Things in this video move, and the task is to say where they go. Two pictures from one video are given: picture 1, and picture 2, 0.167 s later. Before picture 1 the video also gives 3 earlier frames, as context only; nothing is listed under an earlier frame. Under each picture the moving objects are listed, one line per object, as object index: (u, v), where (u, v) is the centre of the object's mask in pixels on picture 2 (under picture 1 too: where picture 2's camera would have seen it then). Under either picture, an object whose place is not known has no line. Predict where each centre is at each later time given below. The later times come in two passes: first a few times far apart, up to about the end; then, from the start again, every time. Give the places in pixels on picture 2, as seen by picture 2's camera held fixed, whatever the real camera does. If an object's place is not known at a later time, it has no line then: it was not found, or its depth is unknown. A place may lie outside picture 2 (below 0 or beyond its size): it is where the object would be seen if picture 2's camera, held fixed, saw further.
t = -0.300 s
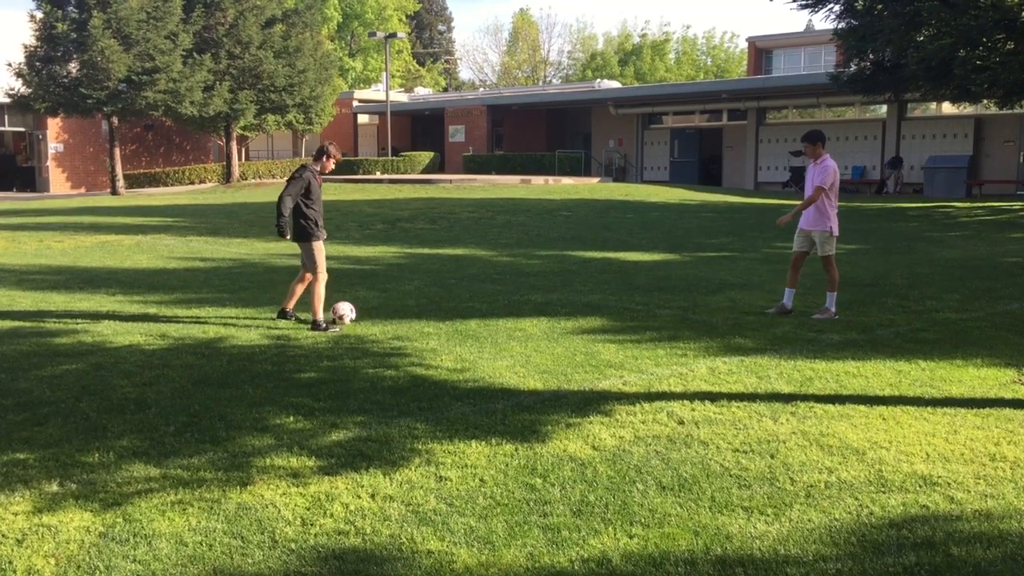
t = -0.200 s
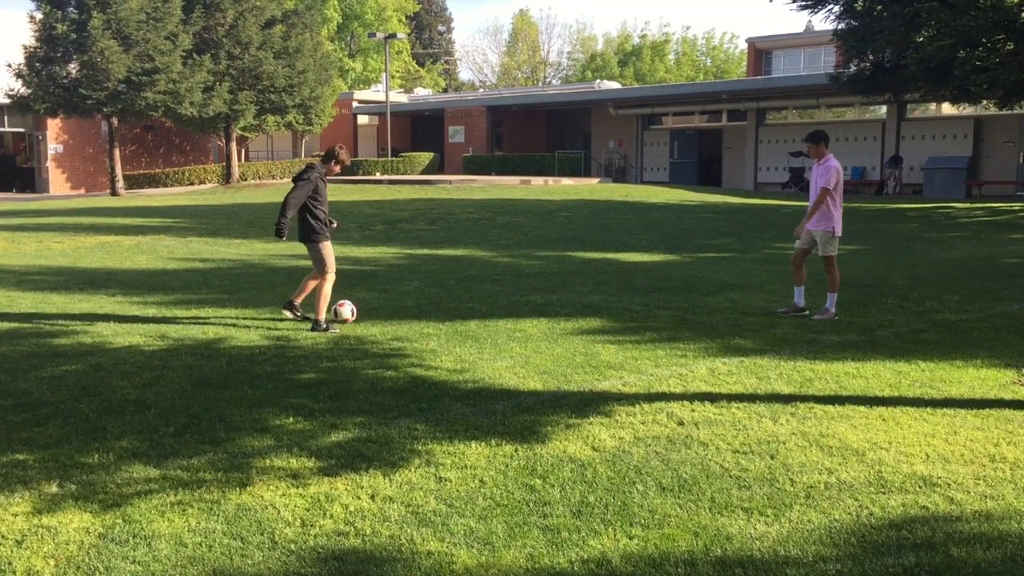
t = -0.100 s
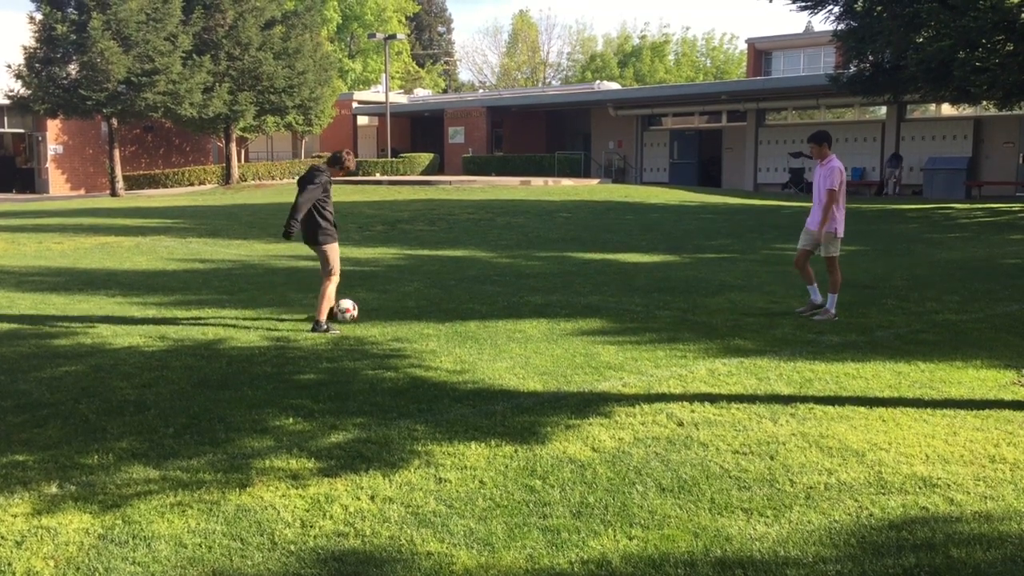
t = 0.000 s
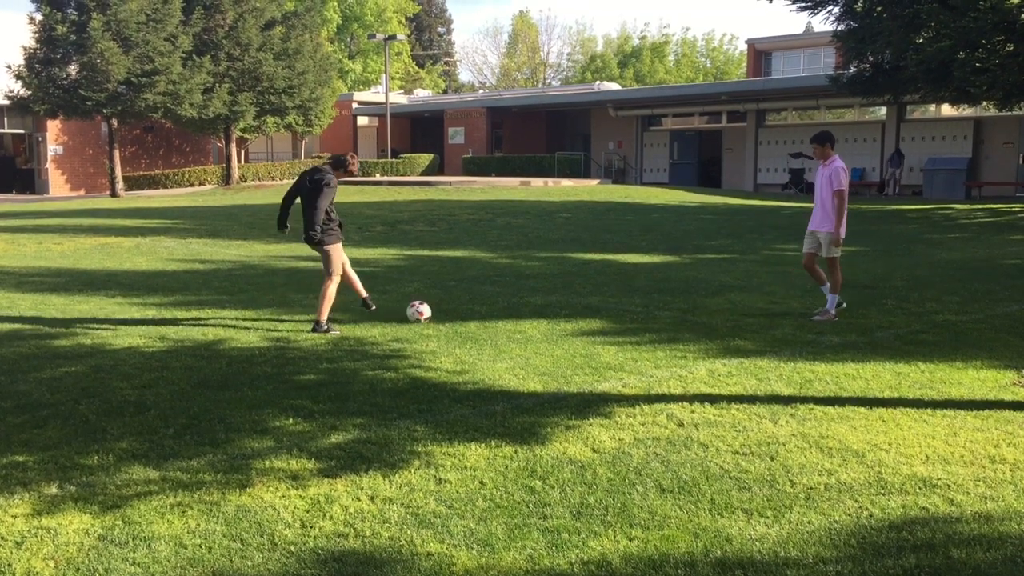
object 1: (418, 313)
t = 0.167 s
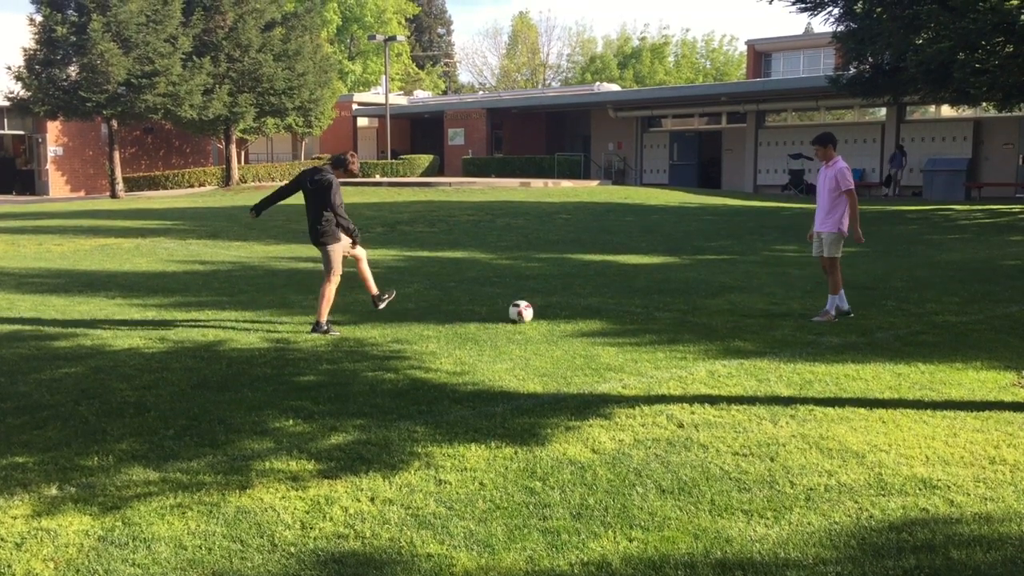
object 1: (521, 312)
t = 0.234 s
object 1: (554, 311)
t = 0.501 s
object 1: (669, 312)
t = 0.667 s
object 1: (733, 312)
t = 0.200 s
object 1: (539, 312)
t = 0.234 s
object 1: (554, 311)
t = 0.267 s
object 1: (569, 310)
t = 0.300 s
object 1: (584, 310)
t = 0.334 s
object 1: (599, 310)
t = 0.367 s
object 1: (614, 311)
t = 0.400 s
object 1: (627, 311)
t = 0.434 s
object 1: (642, 311)
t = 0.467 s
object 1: (656, 311)
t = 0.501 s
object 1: (669, 312)
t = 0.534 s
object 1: (682, 311)
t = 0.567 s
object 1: (696, 311)
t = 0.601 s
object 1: (708, 311)
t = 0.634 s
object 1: (721, 311)
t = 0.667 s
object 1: (733, 312)
